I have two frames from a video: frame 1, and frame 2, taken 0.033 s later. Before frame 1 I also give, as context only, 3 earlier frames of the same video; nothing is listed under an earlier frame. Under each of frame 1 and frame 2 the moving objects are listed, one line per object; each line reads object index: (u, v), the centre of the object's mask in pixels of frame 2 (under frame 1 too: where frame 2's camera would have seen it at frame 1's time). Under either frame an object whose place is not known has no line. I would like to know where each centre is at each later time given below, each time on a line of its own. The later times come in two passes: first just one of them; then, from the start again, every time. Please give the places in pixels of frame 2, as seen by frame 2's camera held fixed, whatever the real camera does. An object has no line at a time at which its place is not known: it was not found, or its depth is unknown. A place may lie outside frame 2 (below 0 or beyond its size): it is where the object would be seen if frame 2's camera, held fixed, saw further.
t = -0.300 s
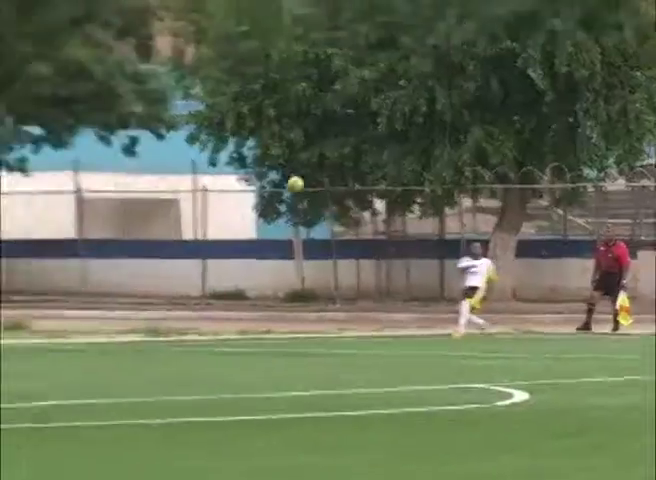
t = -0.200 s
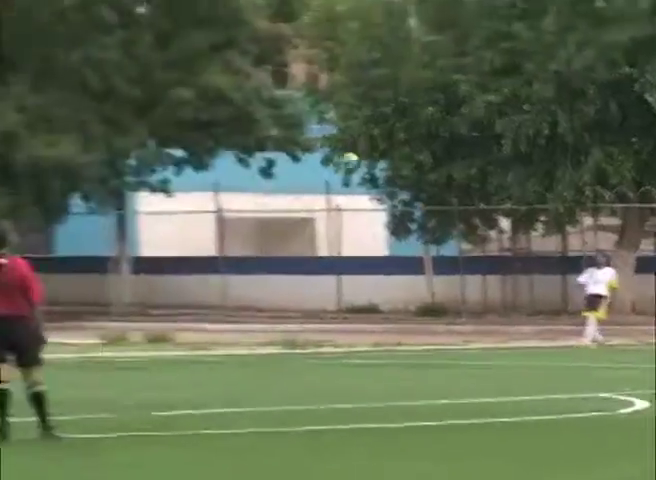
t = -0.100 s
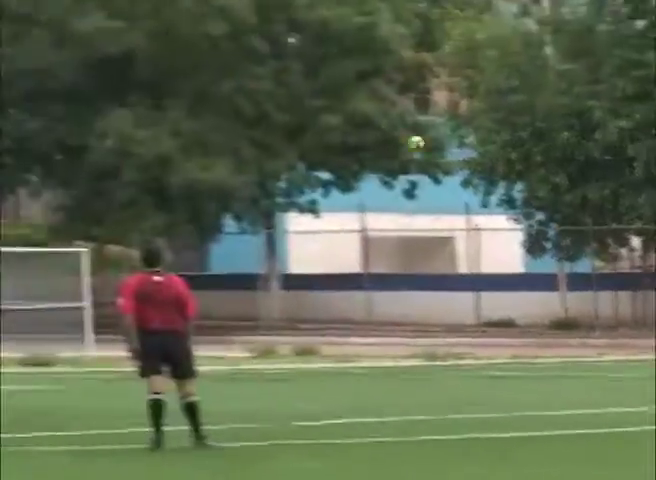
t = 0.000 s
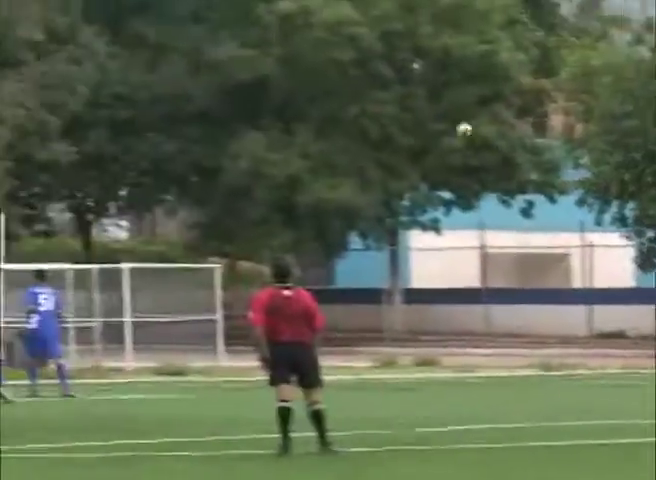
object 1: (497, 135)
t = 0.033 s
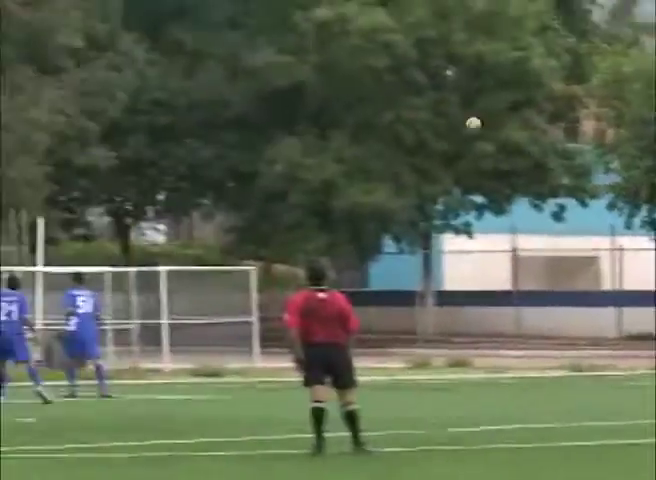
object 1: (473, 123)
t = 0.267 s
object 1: (306, 58)
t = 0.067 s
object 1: (450, 114)
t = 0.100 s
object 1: (424, 105)
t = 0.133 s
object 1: (401, 94)
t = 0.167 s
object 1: (378, 84)
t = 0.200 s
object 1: (353, 75)
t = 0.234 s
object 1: (329, 65)
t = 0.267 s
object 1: (306, 58)
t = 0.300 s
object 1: (280, 49)
